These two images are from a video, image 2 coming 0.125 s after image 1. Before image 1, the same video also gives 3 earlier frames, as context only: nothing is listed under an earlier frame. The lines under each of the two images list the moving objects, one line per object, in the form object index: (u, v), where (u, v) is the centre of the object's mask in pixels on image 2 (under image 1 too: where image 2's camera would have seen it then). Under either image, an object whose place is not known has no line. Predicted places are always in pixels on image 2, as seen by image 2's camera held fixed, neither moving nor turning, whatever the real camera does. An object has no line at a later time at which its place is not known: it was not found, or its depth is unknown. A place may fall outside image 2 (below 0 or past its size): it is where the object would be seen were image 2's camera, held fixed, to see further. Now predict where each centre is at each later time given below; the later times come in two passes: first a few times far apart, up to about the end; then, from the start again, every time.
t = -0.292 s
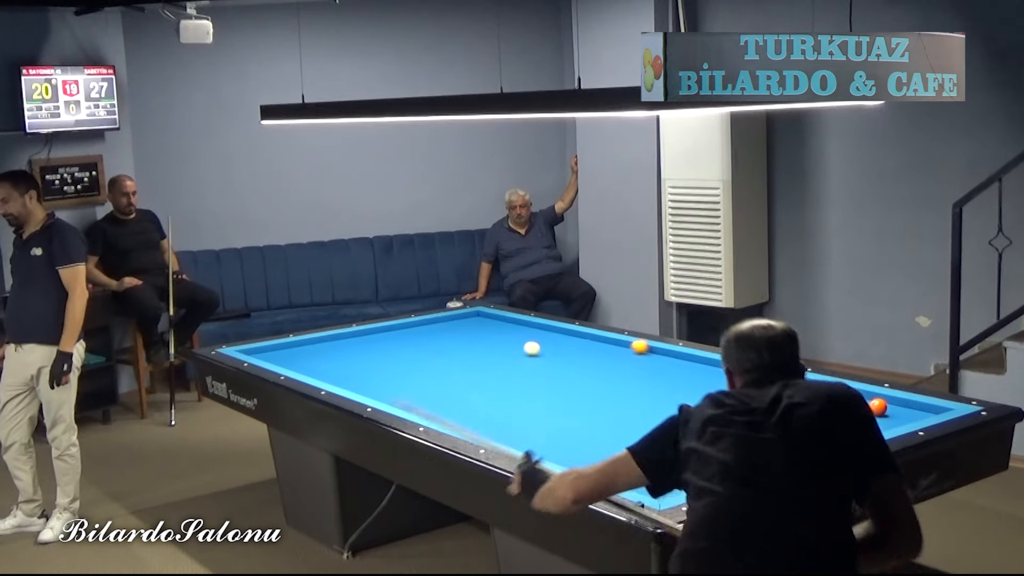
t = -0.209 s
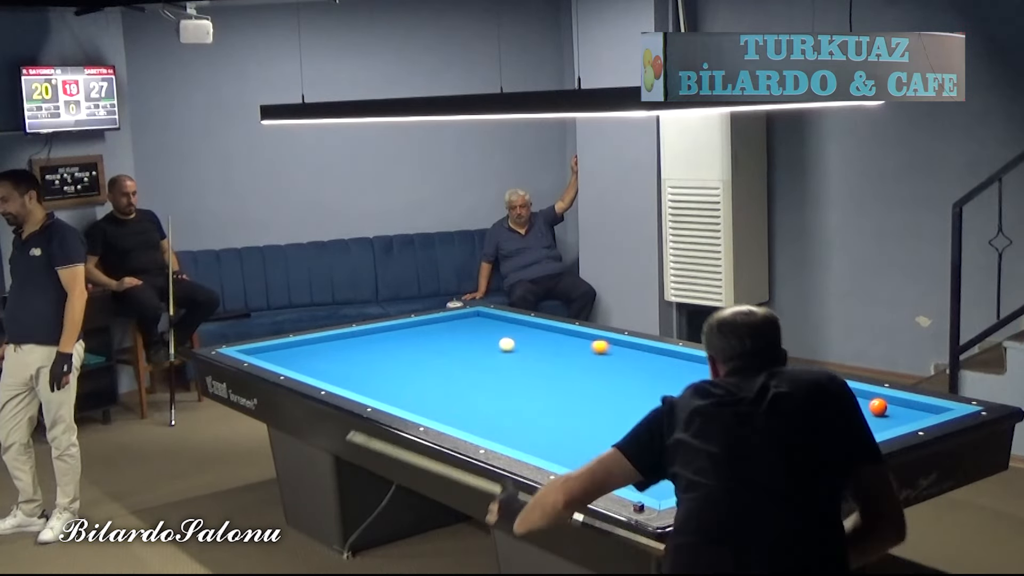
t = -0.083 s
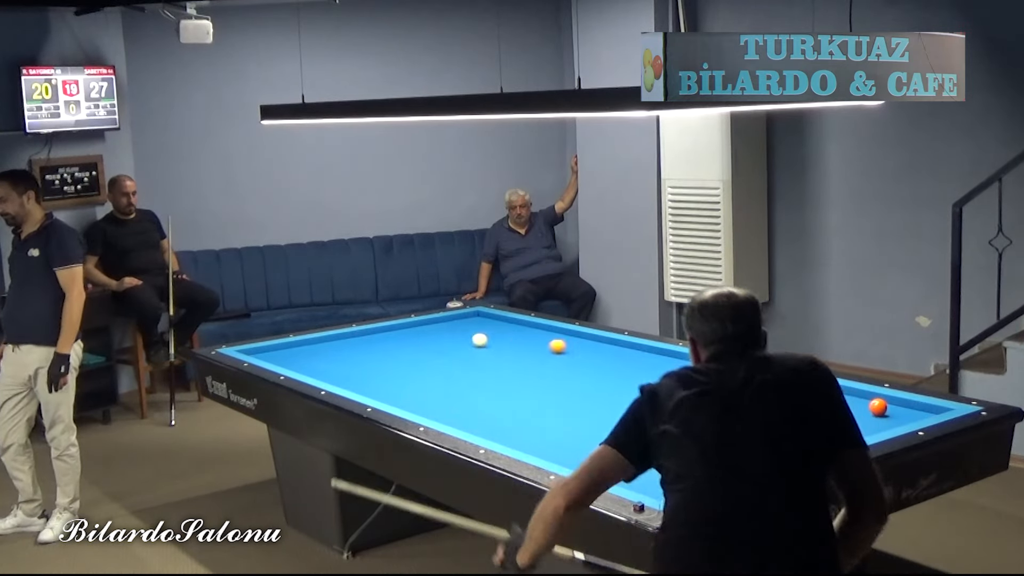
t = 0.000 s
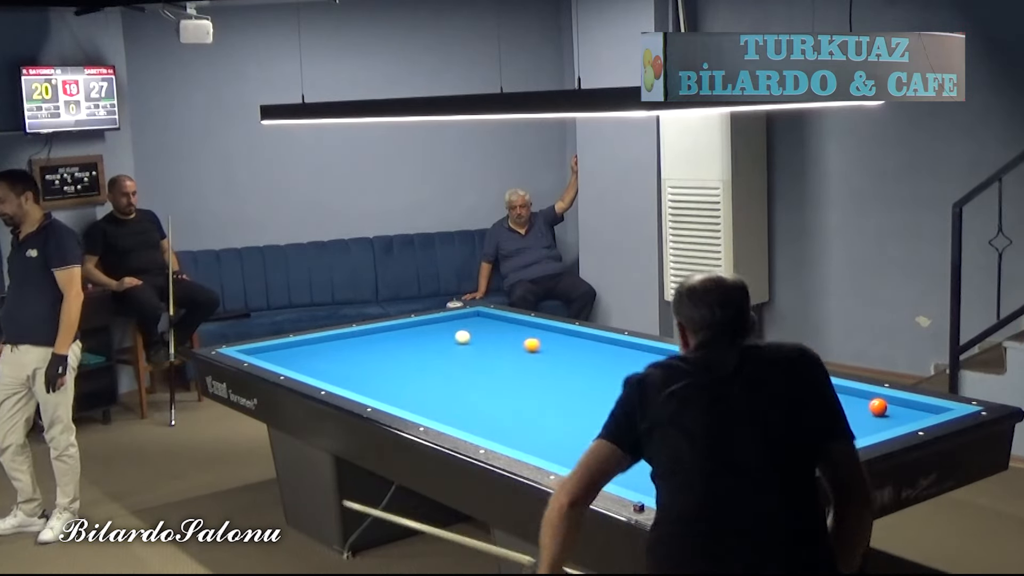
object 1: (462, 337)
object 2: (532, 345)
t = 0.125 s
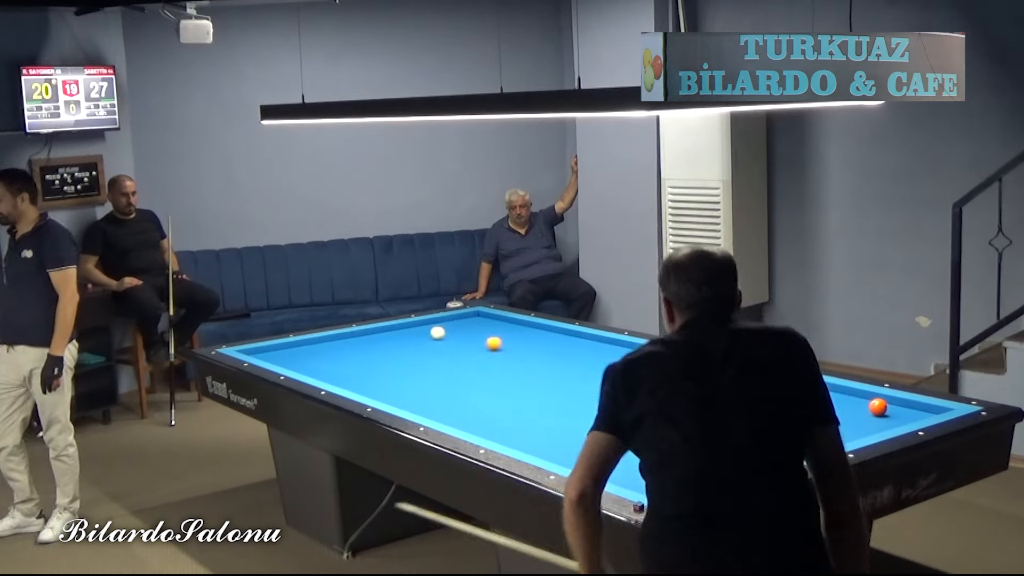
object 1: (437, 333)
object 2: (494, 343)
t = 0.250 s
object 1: (410, 328)
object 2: (451, 342)
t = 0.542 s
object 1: (414, 332)
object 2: (370, 338)
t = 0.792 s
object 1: (434, 338)
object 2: (320, 343)
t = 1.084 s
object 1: (458, 346)
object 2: (290, 359)
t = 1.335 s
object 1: (480, 353)
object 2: (310, 366)
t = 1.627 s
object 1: (507, 362)
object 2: (364, 367)
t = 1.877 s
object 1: (532, 370)
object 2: (415, 369)
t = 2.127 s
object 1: (557, 378)
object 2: (462, 371)
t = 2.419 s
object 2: (523, 374)
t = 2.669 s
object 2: (572, 376)
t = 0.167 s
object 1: (429, 331)
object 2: (481, 343)
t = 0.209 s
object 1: (422, 330)
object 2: (469, 342)
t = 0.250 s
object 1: (410, 328)
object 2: (451, 342)
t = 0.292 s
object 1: (402, 327)
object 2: (439, 341)
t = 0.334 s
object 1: (395, 326)
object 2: (427, 341)
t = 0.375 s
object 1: (398, 327)
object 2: (415, 340)
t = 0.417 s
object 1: (403, 328)
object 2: (404, 340)
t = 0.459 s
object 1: (407, 330)
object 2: (392, 339)
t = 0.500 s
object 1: (411, 331)
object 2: (381, 339)
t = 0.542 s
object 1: (414, 332)
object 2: (370, 338)
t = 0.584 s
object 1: (417, 333)
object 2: (358, 338)
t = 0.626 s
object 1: (420, 334)
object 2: (347, 337)
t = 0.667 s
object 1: (423, 335)
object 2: (336, 337)
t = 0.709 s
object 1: (426, 336)
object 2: (329, 338)
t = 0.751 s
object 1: (431, 337)
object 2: (324, 341)
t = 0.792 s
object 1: (434, 338)
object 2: (320, 343)
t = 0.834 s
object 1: (438, 340)
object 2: (317, 346)
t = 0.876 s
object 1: (441, 341)
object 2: (312, 348)
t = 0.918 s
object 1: (444, 342)
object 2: (308, 350)
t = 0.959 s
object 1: (448, 343)
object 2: (303, 352)
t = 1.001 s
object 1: (451, 344)
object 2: (299, 354)
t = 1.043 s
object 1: (454, 345)
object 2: (294, 356)
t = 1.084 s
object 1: (458, 346)
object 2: (290, 359)
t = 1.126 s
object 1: (461, 347)
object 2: (285, 361)
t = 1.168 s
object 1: (465, 348)
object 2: (281, 362)
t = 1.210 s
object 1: (470, 350)
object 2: (286, 363)
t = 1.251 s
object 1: (473, 351)
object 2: (295, 364)
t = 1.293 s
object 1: (477, 352)
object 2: (303, 365)
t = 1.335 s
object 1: (480, 353)
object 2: (310, 366)
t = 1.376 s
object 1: (484, 355)
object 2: (318, 366)
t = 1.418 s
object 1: (488, 356)
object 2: (326, 366)
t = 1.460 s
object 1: (492, 357)
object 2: (333, 366)
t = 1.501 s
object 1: (495, 358)
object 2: (341, 367)
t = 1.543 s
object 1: (499, 359)
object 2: (349, 367)
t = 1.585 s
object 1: (503, 361)
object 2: (356, 367)
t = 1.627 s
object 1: (507, 362)
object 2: (364, 367)
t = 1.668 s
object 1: (511, 363)
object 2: (372, 368)
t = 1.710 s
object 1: (516, 365)
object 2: (383, 368)
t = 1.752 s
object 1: (520, 366)
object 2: (391, 368)
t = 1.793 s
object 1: (524, 367)
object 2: (399, 369)
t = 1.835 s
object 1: (528, 369)
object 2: (407, 369)
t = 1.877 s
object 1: (532, 370)
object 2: (415, 369)
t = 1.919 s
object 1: (536, 371)
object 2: (422, 370)
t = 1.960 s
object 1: (540, 373)
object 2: (431, 370)
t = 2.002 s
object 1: (544, 374)
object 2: (438, 370)
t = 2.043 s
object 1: (549, 375)
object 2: (446, 371)
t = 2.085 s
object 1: (553, 377)
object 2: (454, 371)
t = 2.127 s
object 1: (557, 378)
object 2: (462, 371)
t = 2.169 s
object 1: (561, 379)
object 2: (470, 372)
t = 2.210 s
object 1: (568, 381)
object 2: (482, 372)
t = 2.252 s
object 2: (490, 372)
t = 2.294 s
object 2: (498, 373)
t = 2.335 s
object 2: (507, 373)
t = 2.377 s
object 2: (514, 373)
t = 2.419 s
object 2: (523, 374)
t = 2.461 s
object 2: (531, 374)
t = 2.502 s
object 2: (539, 374)
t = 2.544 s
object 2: (547, 375)
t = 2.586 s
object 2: (556, 375)
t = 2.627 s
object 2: (563, 375)
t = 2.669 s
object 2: (572, 376)
